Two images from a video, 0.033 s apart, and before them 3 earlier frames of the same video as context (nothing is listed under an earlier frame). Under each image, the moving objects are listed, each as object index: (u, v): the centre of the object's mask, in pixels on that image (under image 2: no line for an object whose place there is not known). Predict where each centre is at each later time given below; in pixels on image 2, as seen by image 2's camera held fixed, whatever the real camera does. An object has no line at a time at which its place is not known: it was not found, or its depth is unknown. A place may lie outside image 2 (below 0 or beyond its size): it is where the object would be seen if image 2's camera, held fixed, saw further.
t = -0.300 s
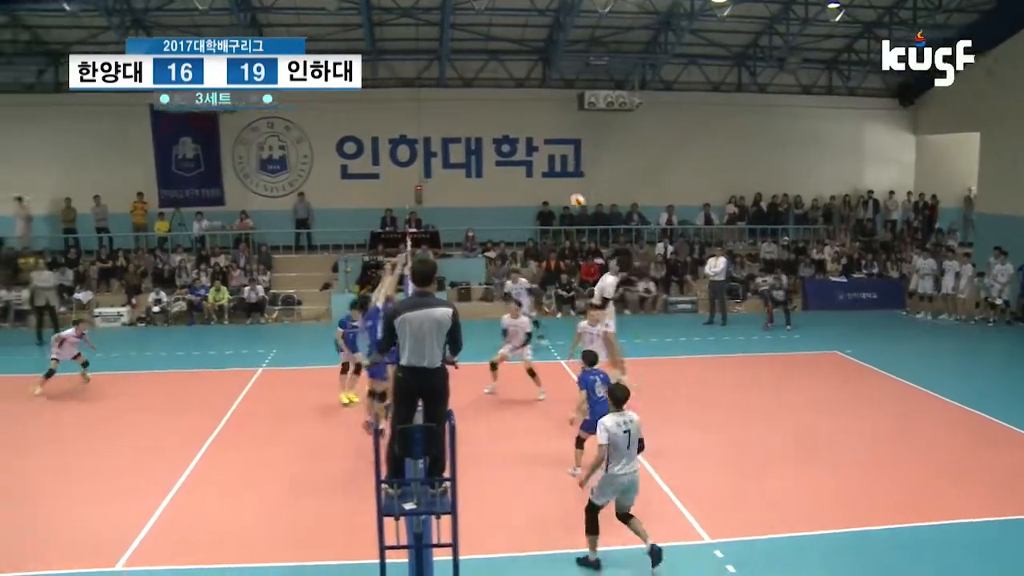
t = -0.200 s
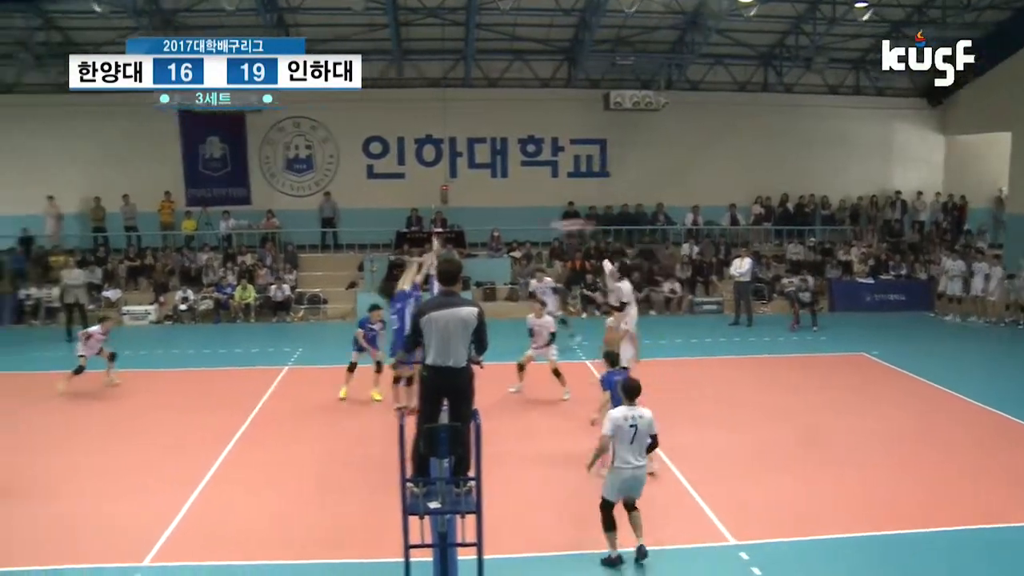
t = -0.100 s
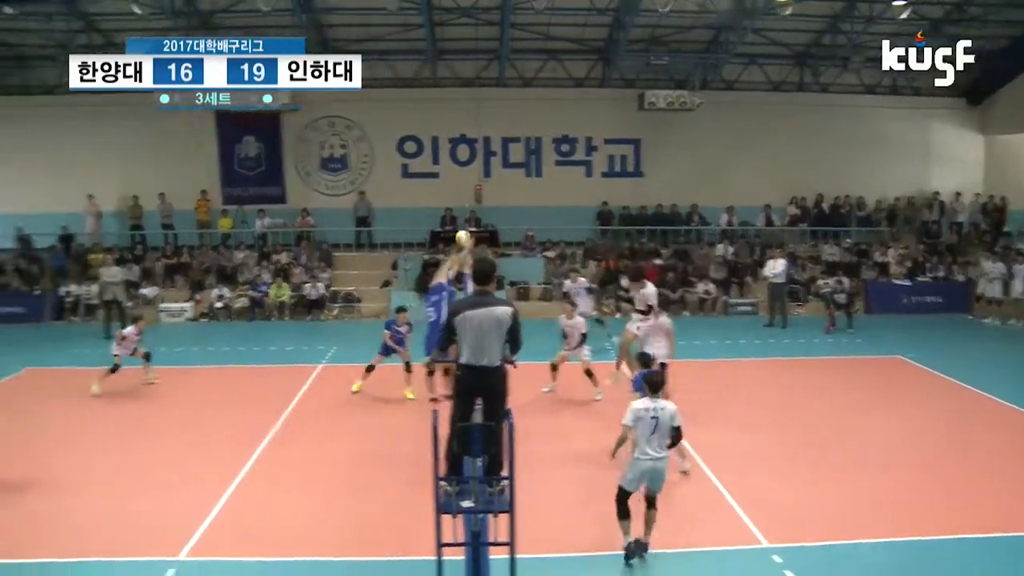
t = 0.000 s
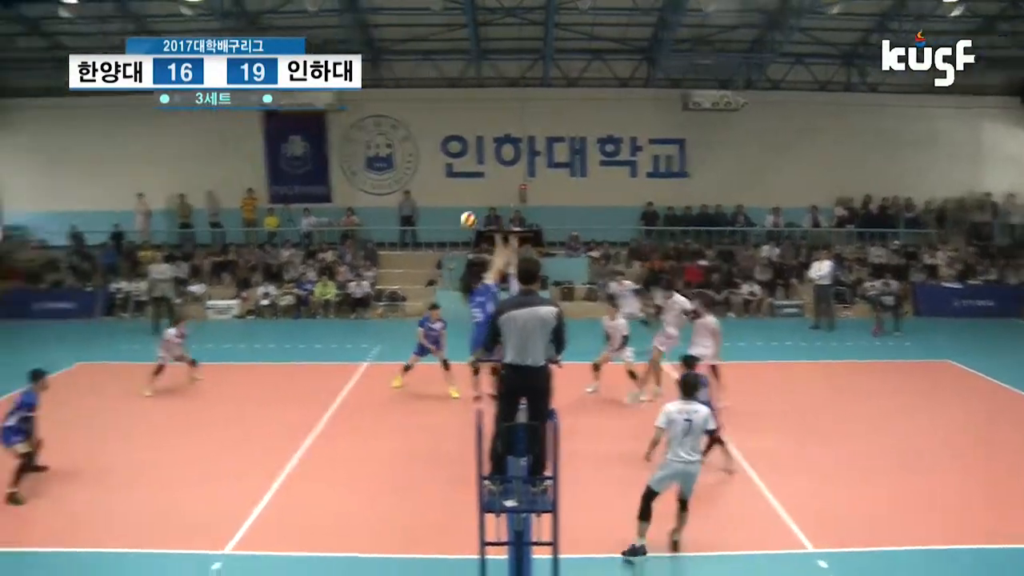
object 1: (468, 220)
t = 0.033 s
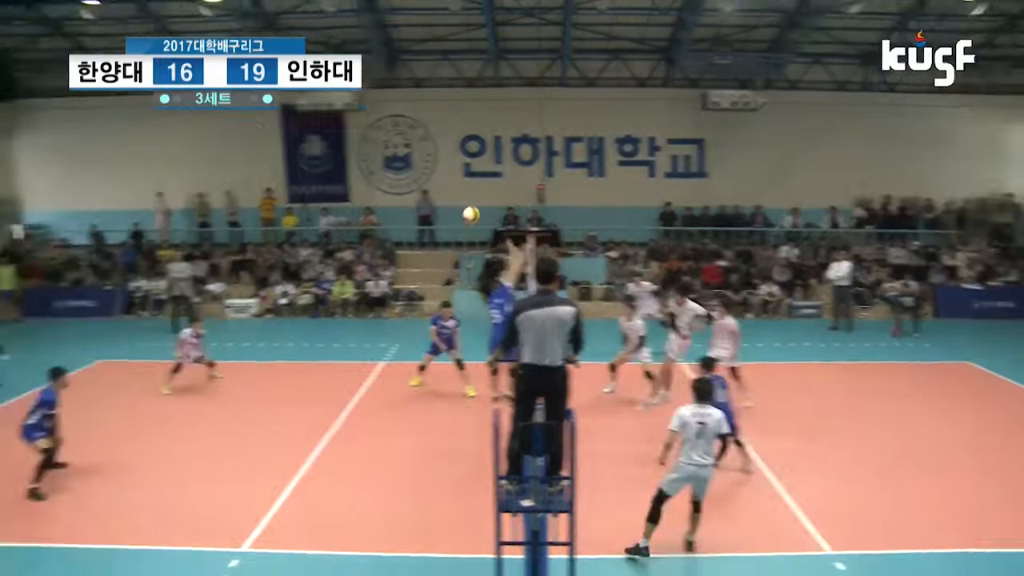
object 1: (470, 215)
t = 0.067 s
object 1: (455, 211)
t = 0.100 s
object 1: (438, 207)
